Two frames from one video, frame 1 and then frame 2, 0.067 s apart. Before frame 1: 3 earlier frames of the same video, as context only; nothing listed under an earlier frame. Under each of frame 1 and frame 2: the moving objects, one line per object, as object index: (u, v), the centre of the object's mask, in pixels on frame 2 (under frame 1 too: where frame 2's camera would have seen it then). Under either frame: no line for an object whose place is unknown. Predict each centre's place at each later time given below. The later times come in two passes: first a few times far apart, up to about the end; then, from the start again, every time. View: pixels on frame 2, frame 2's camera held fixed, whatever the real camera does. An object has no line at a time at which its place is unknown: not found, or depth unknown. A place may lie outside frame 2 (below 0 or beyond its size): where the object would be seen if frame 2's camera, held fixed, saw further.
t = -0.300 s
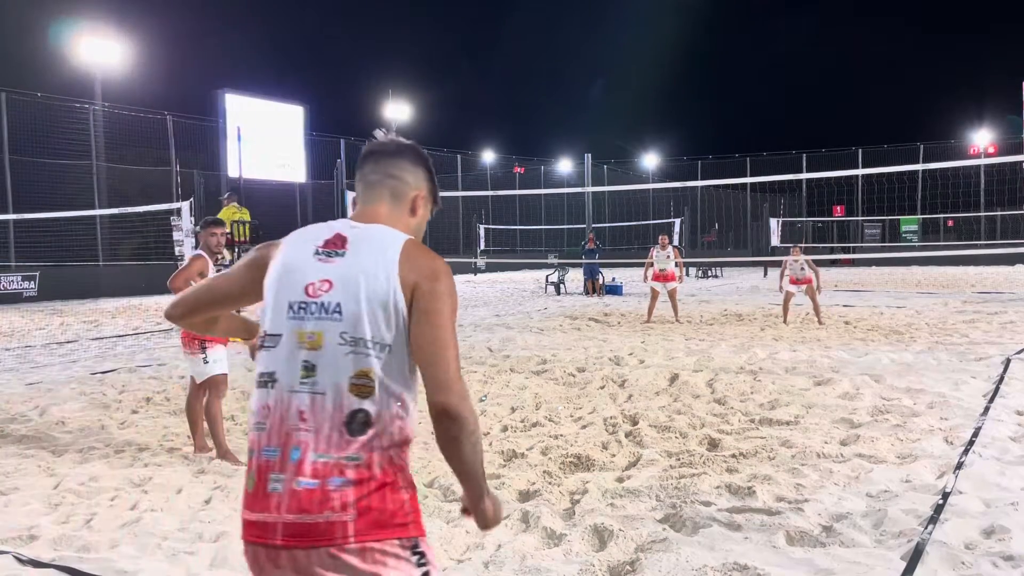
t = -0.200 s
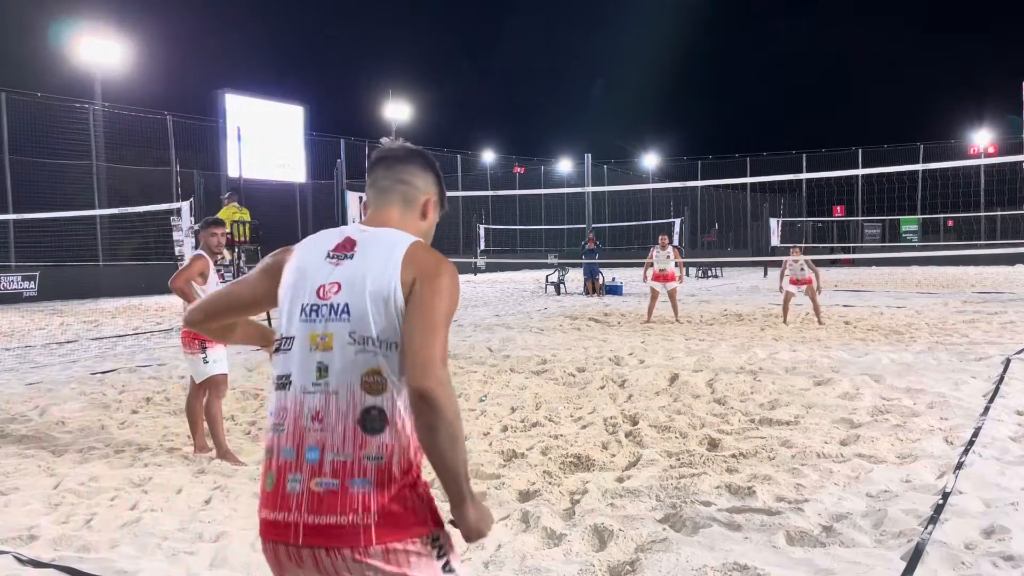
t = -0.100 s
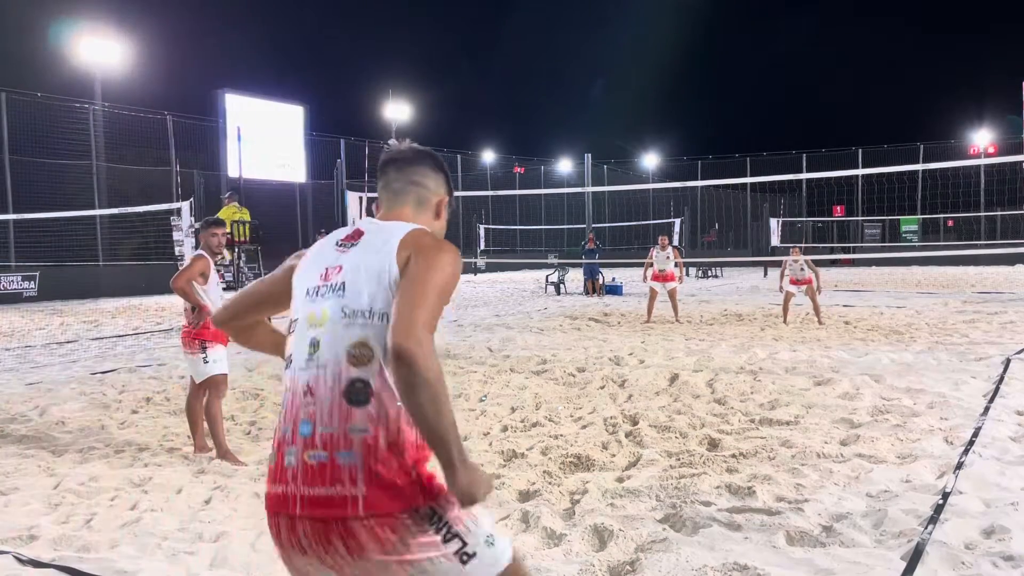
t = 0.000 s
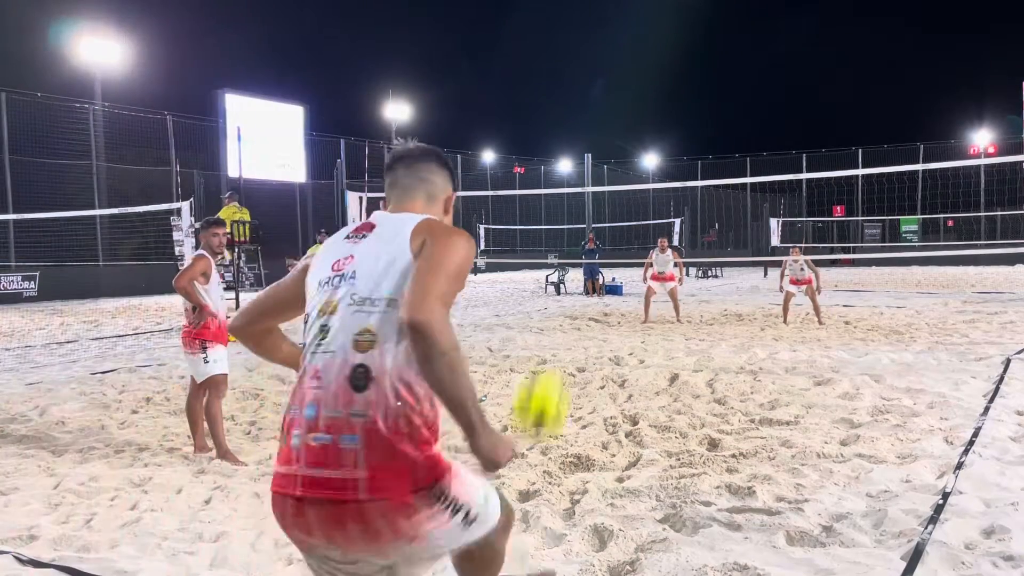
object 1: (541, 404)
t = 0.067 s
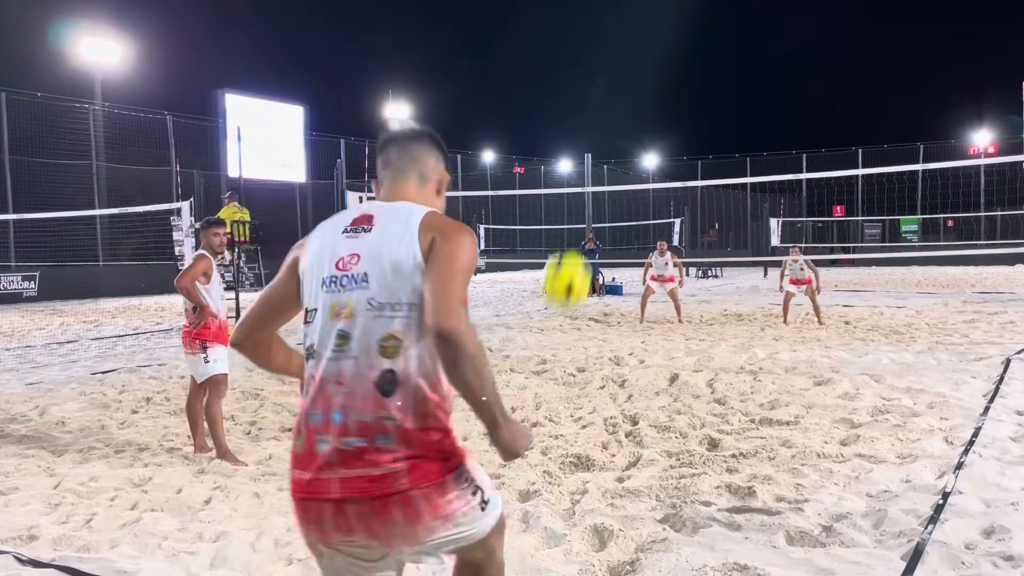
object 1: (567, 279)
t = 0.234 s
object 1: (604, 140)
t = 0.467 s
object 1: (628, 98)
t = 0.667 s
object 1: (639, 121)
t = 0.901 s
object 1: (644, 174)
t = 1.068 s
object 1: (646, 220)
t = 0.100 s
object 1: (576, 239)
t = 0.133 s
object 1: (584, 206)
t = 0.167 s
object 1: (592, 179)
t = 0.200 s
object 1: (599, 157)
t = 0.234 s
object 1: (604, 140)
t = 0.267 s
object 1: (609, 126)
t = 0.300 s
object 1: (613, 116)
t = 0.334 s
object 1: (616, 108)
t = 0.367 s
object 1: (619, 103)
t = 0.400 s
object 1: (622, 100)
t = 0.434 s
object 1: (625, 98)
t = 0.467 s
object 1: (628, 98)
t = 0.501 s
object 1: (630, 100)
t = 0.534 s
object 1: (632, 102)
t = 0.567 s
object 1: (634, 106)
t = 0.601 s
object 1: (636, 110)
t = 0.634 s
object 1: (637, 115)
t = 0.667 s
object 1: (639, 121)
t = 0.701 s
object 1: (640, 127)
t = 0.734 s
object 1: (641, 134)
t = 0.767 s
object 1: (642, 141)
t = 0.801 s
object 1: (643, 148)
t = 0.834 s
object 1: (643, 156)
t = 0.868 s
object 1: (644, 164)
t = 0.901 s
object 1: (644, 174)
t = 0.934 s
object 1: (645, 182)
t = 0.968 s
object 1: (645, 194)
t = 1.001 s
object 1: (645, 201)
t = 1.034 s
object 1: (645, 210)
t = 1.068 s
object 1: (646, 220)
